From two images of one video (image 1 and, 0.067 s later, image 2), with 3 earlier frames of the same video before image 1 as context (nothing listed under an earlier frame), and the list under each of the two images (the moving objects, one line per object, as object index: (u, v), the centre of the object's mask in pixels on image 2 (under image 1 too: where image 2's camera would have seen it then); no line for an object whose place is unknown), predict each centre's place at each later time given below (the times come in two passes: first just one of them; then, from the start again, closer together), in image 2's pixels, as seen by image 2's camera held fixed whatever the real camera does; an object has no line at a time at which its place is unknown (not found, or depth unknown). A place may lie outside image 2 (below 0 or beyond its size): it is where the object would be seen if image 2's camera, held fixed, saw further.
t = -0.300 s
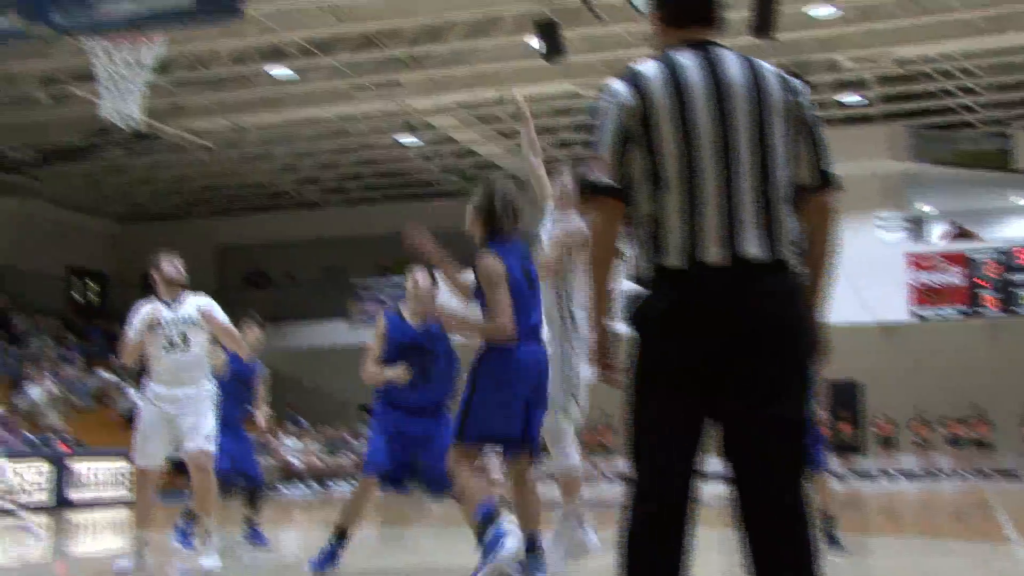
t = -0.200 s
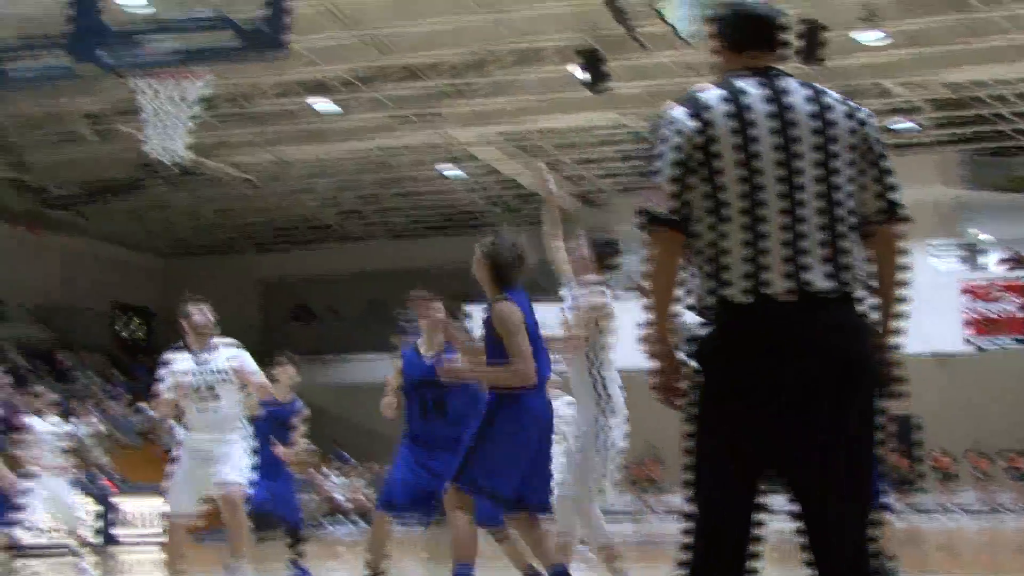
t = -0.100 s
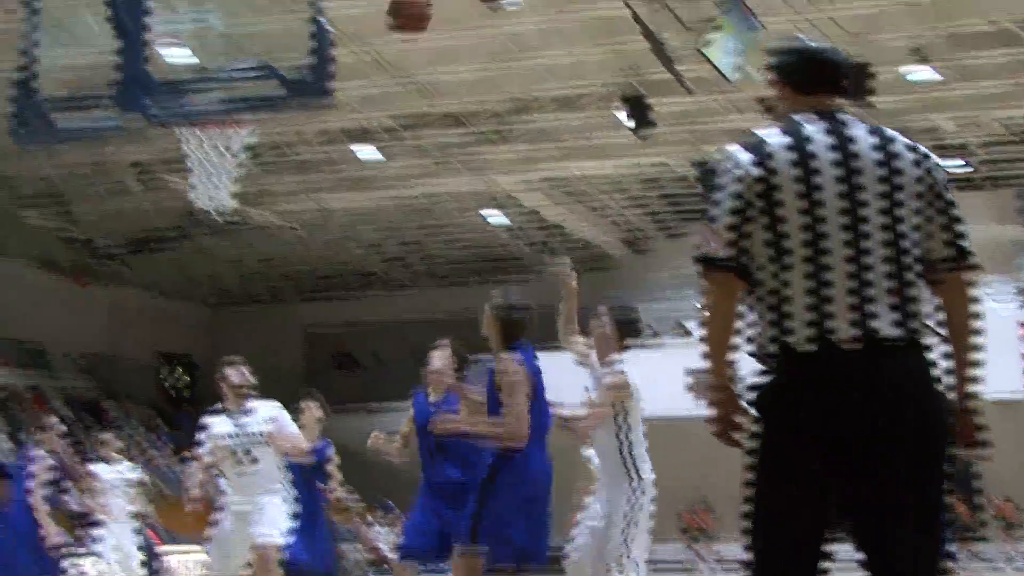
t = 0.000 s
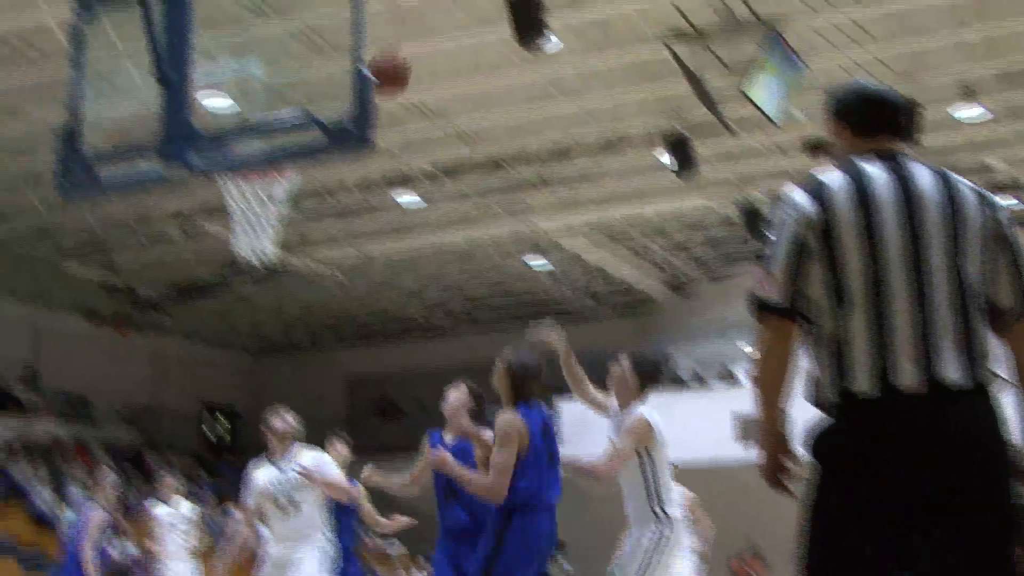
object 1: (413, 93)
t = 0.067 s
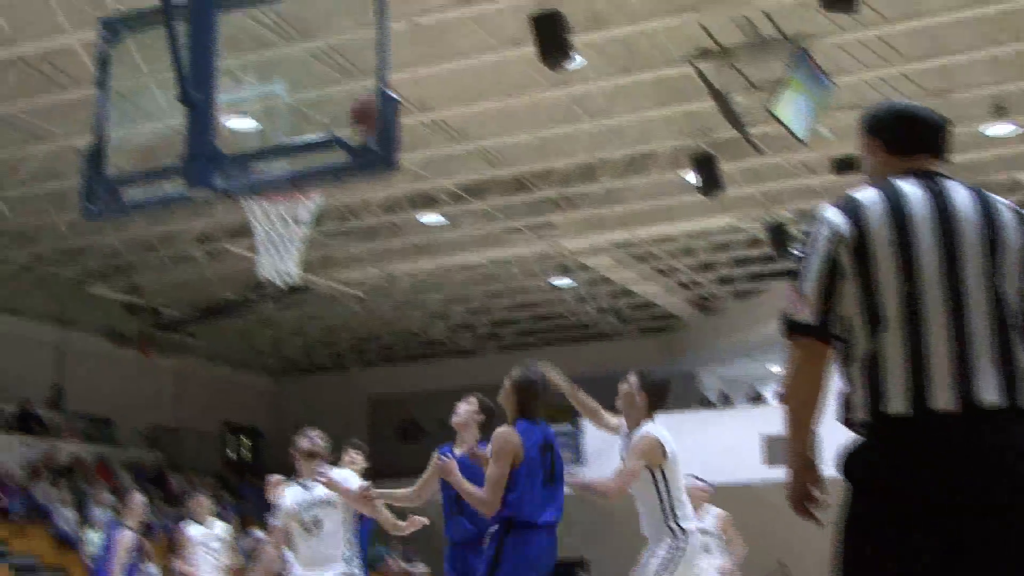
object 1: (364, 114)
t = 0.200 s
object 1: (299, 133)
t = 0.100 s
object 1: (352, 123)
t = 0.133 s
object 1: (331, 135)
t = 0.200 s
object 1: (299, 133)
